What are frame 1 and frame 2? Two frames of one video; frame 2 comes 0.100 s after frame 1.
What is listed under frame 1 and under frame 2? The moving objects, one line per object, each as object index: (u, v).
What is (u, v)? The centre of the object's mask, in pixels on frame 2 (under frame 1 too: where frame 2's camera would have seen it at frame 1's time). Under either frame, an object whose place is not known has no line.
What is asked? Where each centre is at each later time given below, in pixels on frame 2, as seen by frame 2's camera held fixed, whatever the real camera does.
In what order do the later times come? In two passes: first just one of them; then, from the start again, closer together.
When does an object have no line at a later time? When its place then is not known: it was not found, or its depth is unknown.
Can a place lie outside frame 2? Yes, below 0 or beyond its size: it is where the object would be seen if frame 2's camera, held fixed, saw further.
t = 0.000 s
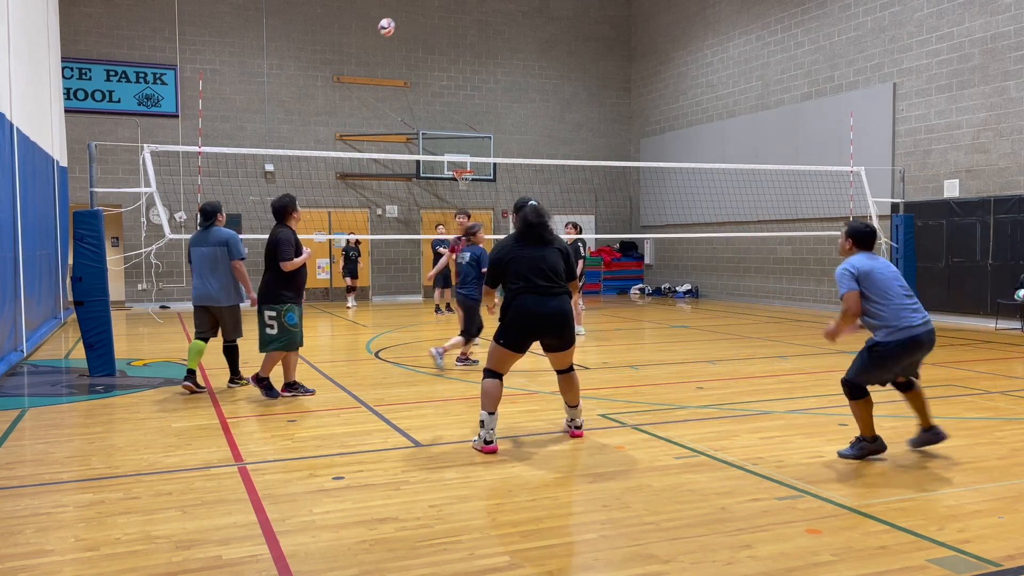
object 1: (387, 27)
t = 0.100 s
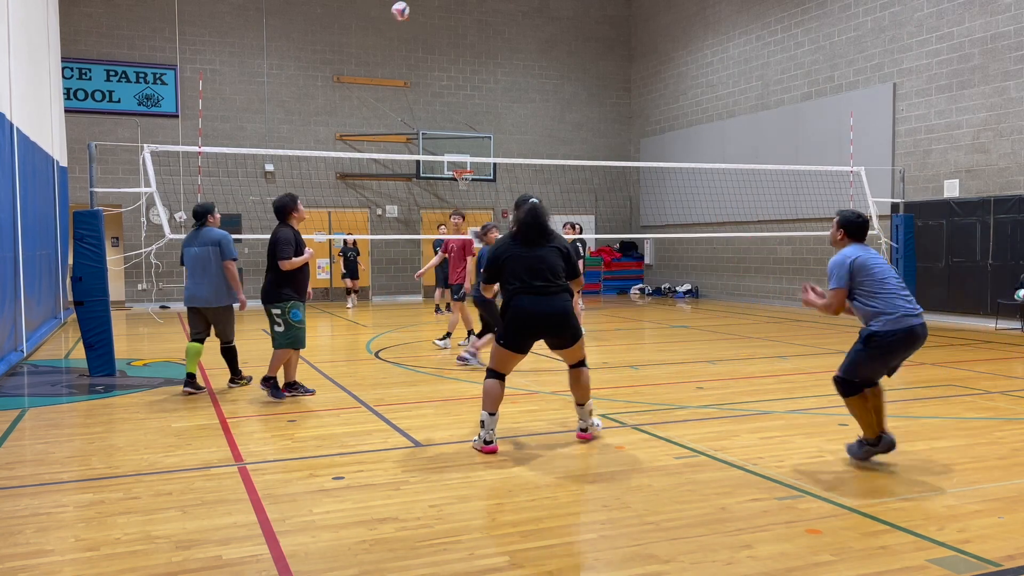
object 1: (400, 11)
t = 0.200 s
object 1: (416, 5)
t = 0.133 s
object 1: (405, 7)
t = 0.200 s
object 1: (416, 5)
